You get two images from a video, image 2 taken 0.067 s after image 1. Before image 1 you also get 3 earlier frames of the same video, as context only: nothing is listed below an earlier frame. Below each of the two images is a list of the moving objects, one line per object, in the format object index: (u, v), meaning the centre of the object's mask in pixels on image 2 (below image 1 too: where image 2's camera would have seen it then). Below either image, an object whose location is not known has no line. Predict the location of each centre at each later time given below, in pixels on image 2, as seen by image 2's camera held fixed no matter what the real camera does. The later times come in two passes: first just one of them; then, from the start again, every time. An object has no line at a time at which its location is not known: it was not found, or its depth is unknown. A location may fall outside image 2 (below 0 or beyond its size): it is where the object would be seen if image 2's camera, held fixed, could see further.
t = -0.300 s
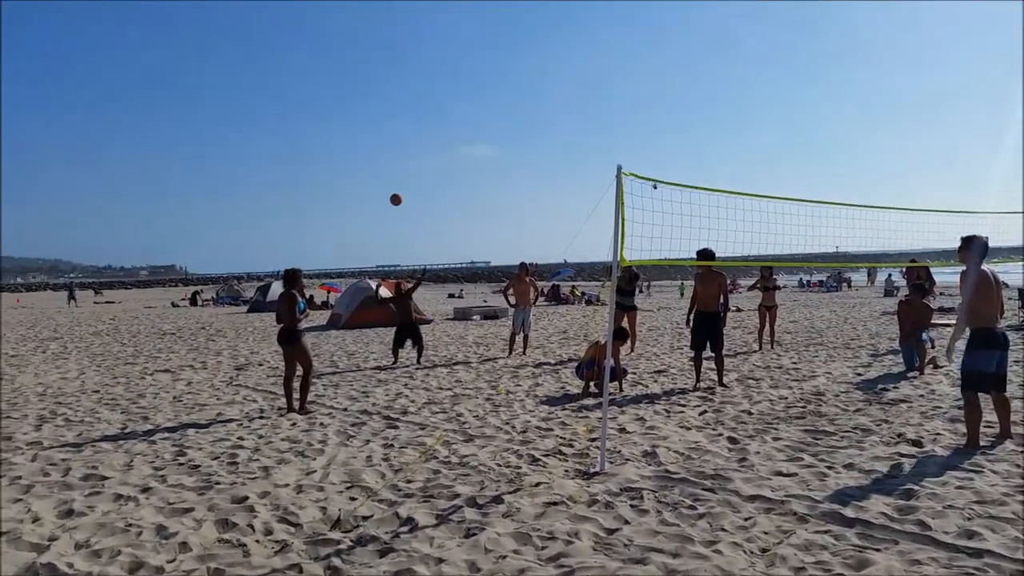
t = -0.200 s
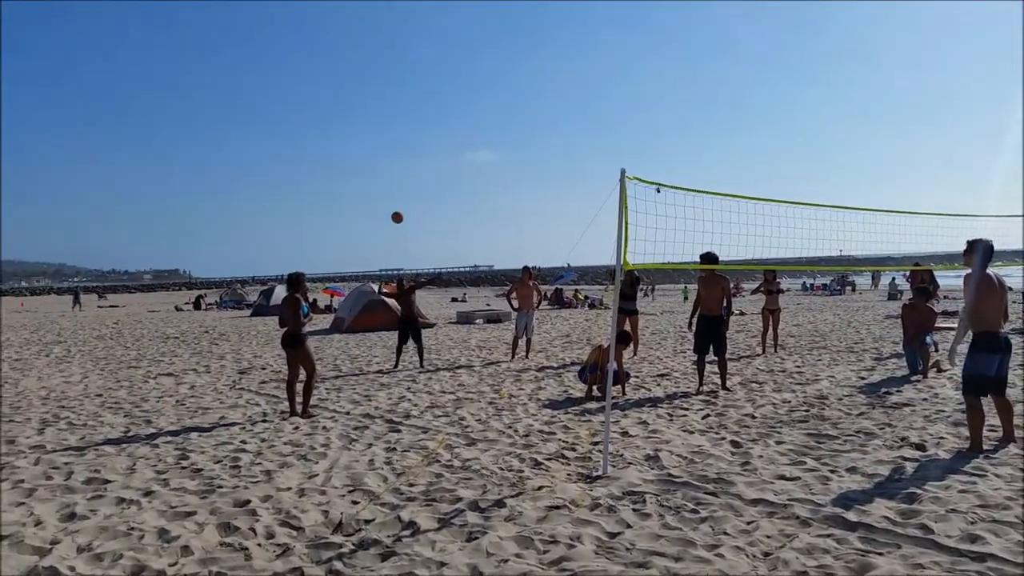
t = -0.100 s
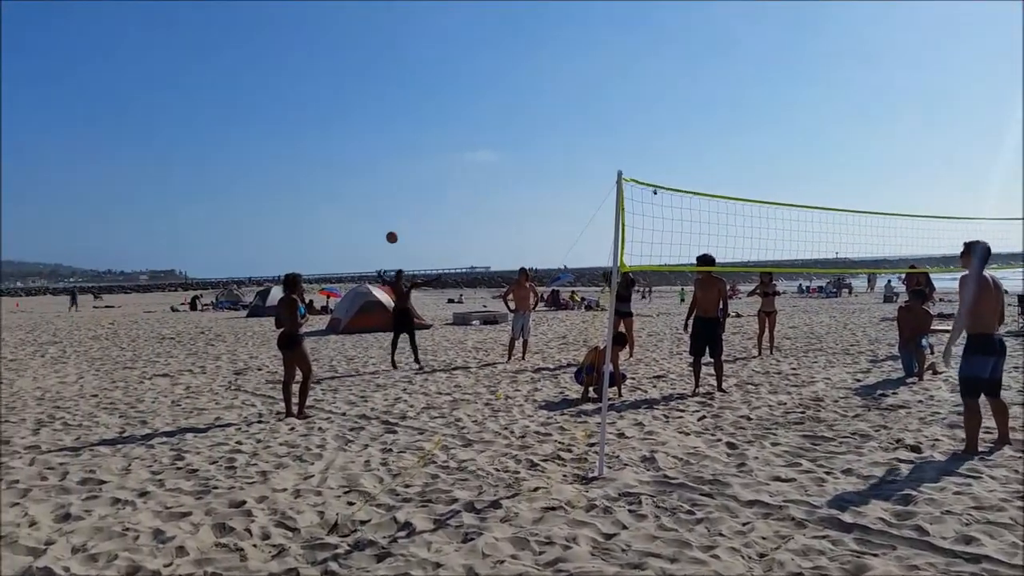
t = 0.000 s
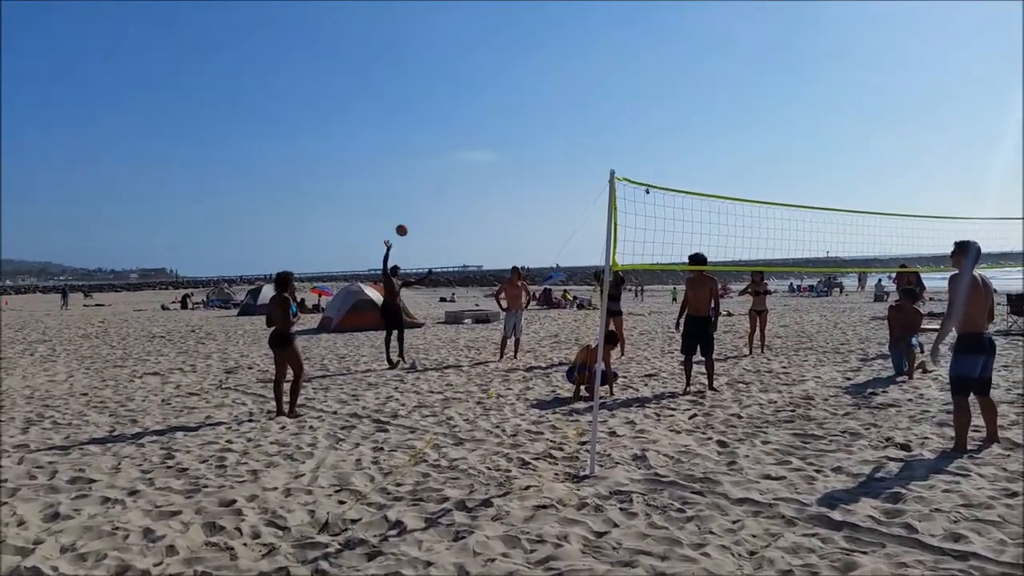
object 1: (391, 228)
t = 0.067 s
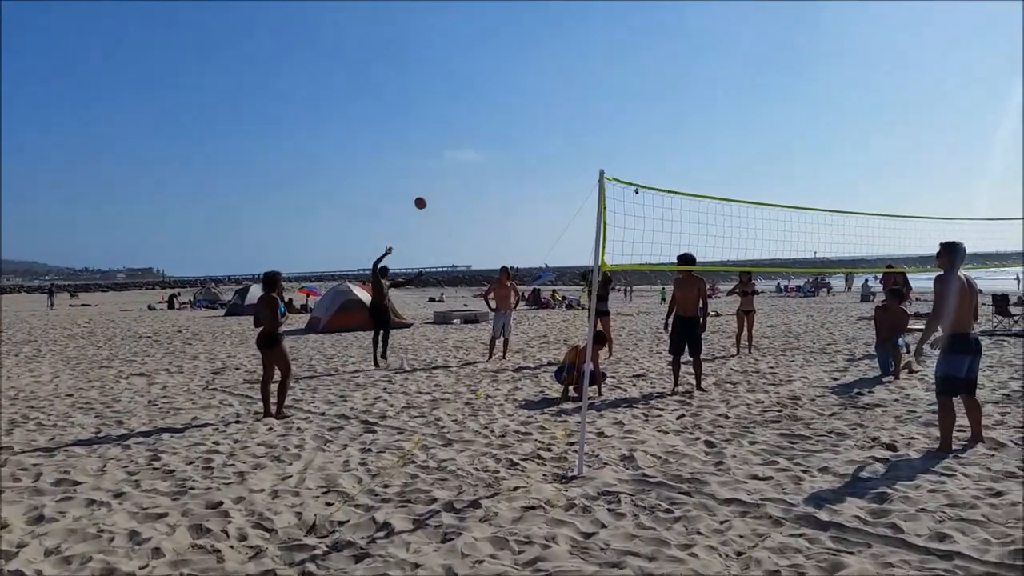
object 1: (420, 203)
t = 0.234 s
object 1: (499, 144)
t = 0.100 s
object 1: (434, 191)
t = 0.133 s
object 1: (450, 179)
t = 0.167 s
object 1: (466, 166)
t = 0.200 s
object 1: (482, 155)
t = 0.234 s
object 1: (499, 144)
